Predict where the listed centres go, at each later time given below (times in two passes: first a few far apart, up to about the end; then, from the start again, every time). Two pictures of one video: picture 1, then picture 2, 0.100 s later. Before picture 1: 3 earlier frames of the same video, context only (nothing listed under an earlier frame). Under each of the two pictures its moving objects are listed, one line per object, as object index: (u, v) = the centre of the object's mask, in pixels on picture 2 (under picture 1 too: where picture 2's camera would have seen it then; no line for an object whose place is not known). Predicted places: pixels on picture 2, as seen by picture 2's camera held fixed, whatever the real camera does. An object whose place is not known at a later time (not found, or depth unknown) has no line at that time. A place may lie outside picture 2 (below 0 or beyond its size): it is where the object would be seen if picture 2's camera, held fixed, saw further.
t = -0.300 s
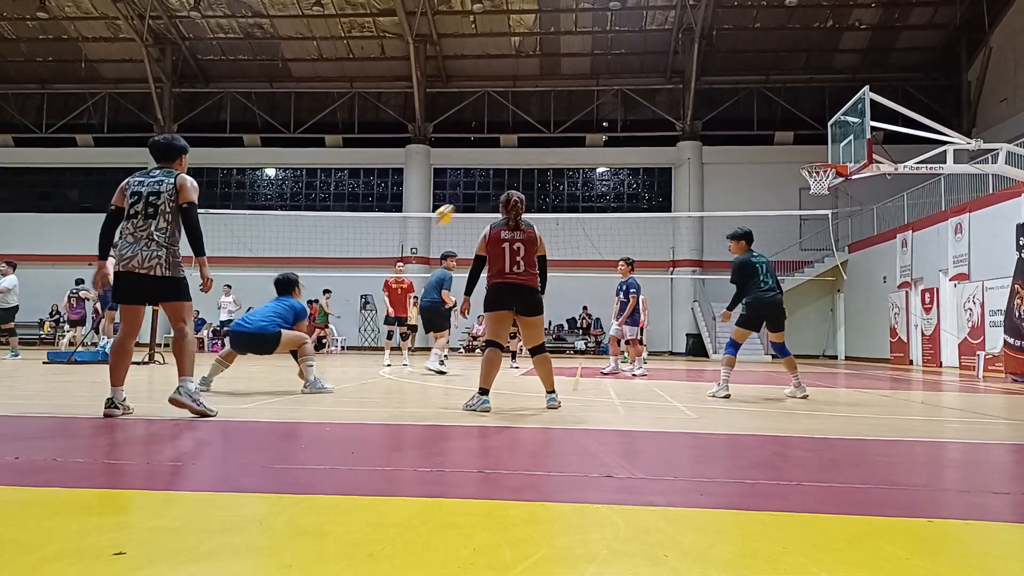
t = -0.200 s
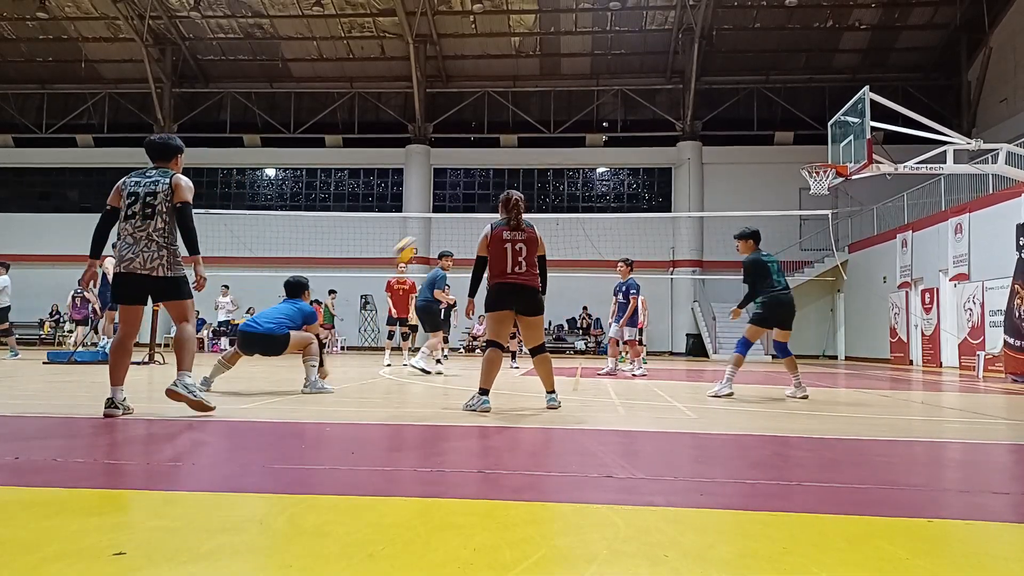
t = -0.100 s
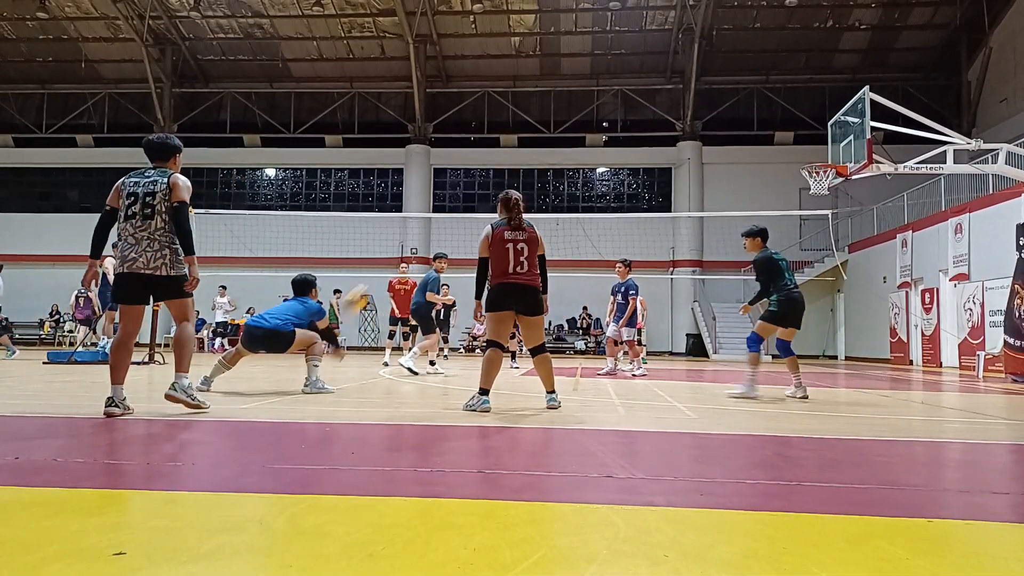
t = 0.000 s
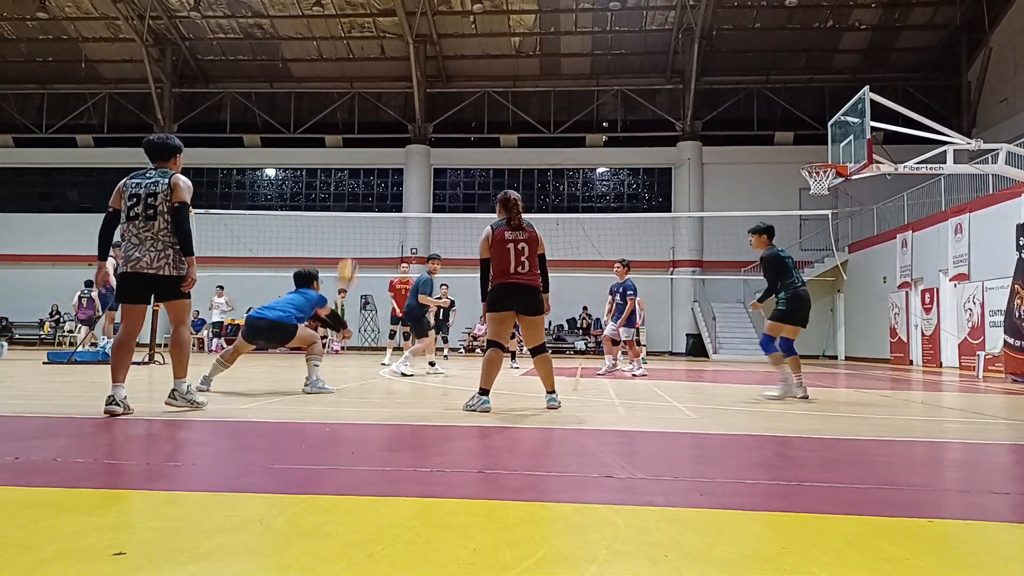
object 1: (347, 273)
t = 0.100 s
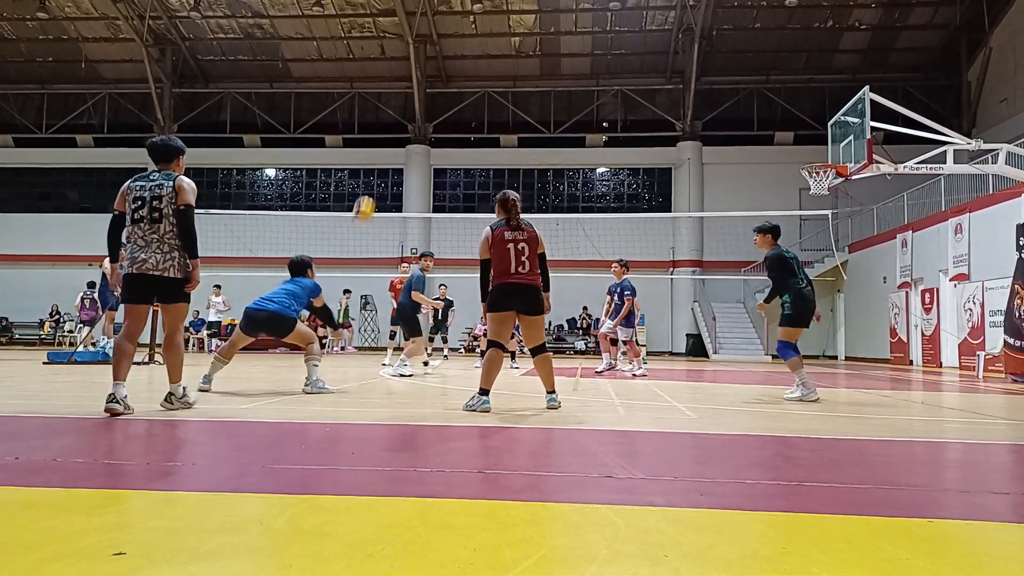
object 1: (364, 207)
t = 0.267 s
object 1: (388, 133)
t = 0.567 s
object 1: (425, 63)
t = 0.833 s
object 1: (452, 69)
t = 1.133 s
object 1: (478, 140)
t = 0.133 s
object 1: (368, 193)
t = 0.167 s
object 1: (374, 176)
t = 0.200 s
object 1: (378, 160)
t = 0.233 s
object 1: (384, 145)
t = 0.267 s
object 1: (388, 133)
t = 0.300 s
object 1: (392, 120)
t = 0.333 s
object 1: (397, 109)
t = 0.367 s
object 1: (401, 100)
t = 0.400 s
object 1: (405, 91)
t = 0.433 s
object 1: (410, 83)
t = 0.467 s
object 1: (413, 77)
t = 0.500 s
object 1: (417, 71)
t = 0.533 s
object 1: (421, 67)
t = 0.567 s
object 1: (425, 63)
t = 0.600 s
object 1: (428, 61)
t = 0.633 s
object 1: (432, 59)
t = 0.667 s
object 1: (435, 58)
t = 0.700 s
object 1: (439, 59)
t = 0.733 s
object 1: (442, 60)
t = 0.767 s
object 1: (446, 62)
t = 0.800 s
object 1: (449, 65)
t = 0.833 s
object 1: (452, 69)
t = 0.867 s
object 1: (454, 74)
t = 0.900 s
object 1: (458, 79)
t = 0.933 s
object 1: (461, 86)
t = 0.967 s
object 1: (464, 93)
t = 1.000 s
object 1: (467, 101)
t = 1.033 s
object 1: (469, 110)
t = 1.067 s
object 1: (472, 120)
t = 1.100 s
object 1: (475, 130)
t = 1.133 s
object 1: (478, 140)
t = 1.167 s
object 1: (480, 152)
